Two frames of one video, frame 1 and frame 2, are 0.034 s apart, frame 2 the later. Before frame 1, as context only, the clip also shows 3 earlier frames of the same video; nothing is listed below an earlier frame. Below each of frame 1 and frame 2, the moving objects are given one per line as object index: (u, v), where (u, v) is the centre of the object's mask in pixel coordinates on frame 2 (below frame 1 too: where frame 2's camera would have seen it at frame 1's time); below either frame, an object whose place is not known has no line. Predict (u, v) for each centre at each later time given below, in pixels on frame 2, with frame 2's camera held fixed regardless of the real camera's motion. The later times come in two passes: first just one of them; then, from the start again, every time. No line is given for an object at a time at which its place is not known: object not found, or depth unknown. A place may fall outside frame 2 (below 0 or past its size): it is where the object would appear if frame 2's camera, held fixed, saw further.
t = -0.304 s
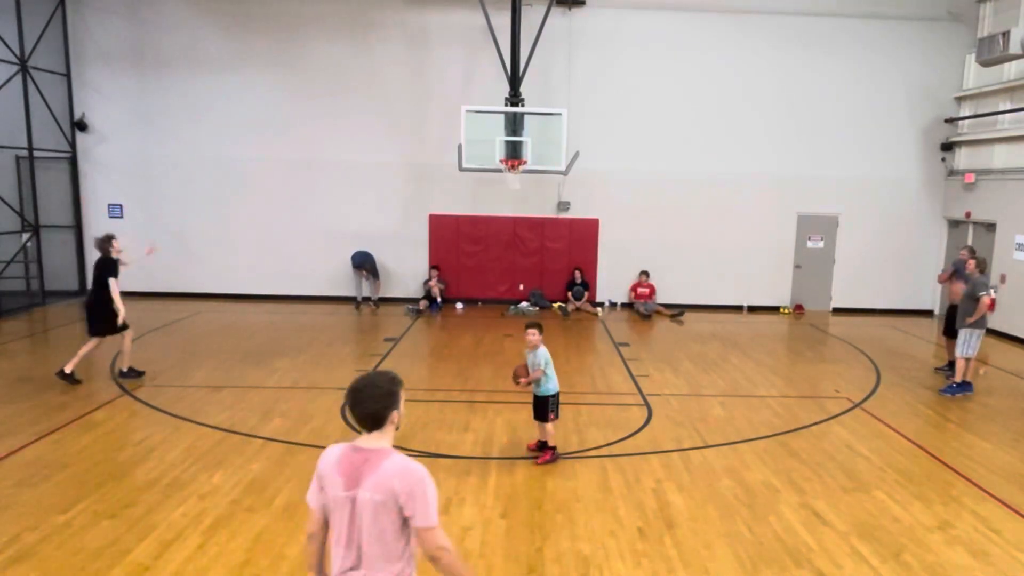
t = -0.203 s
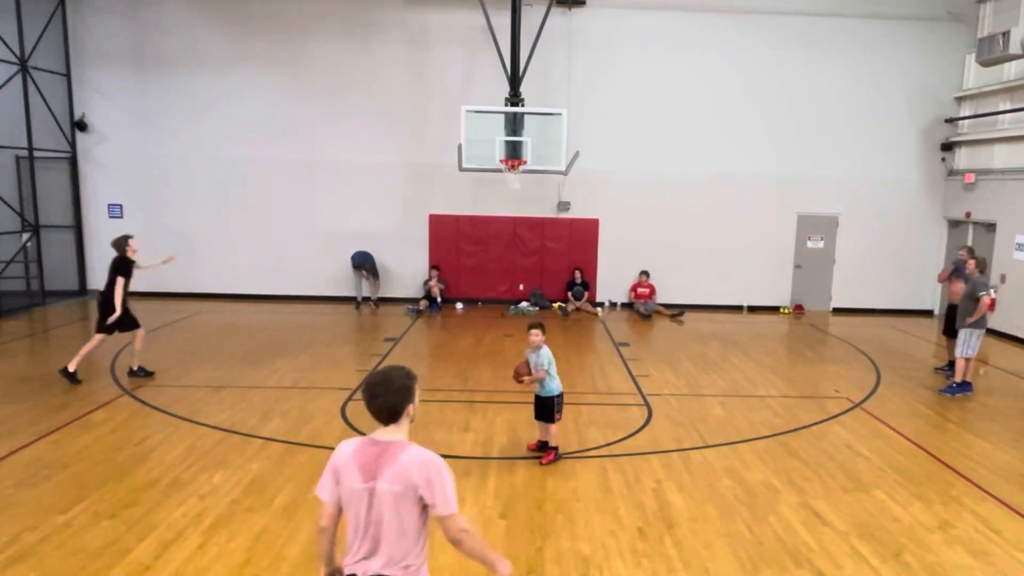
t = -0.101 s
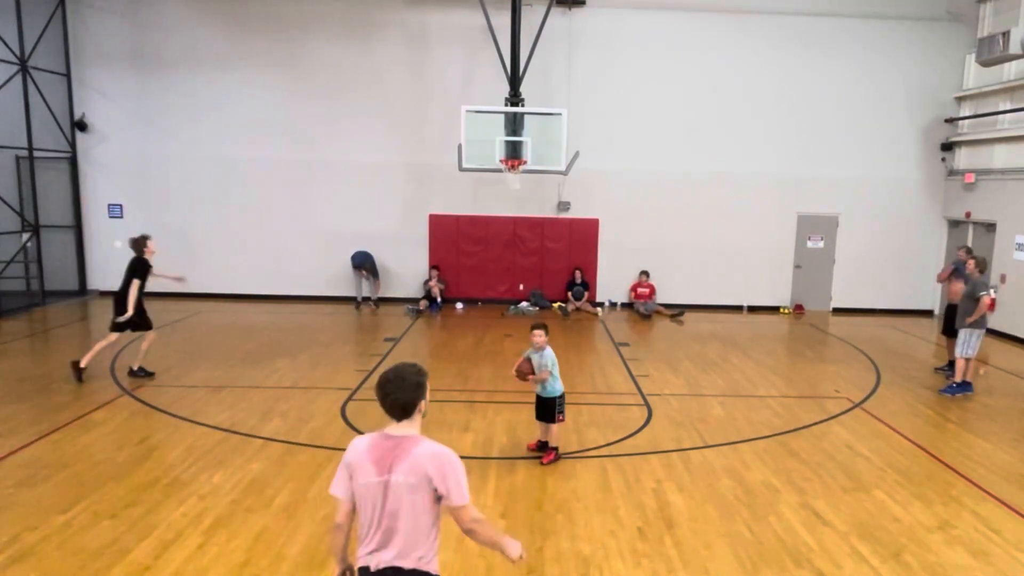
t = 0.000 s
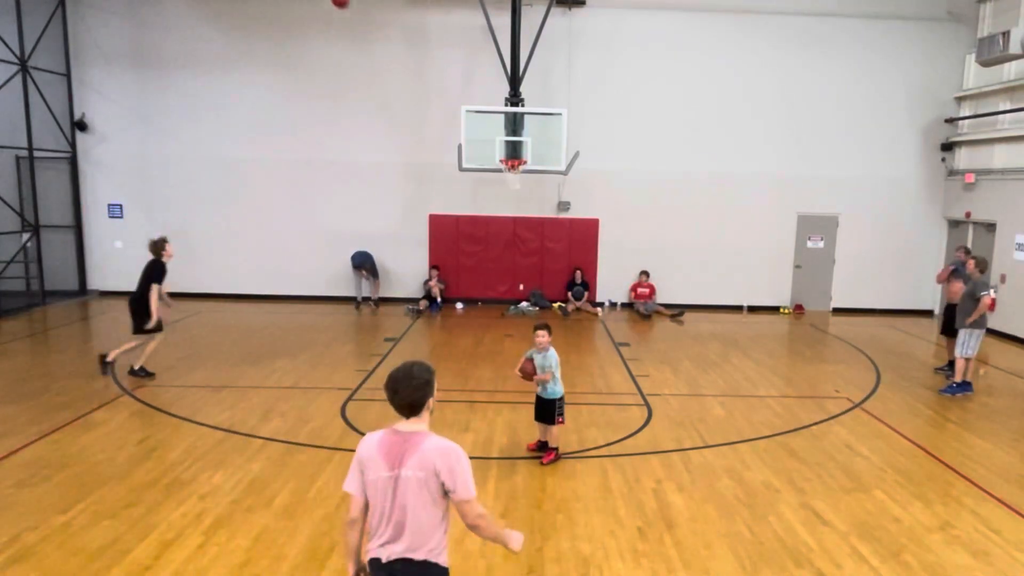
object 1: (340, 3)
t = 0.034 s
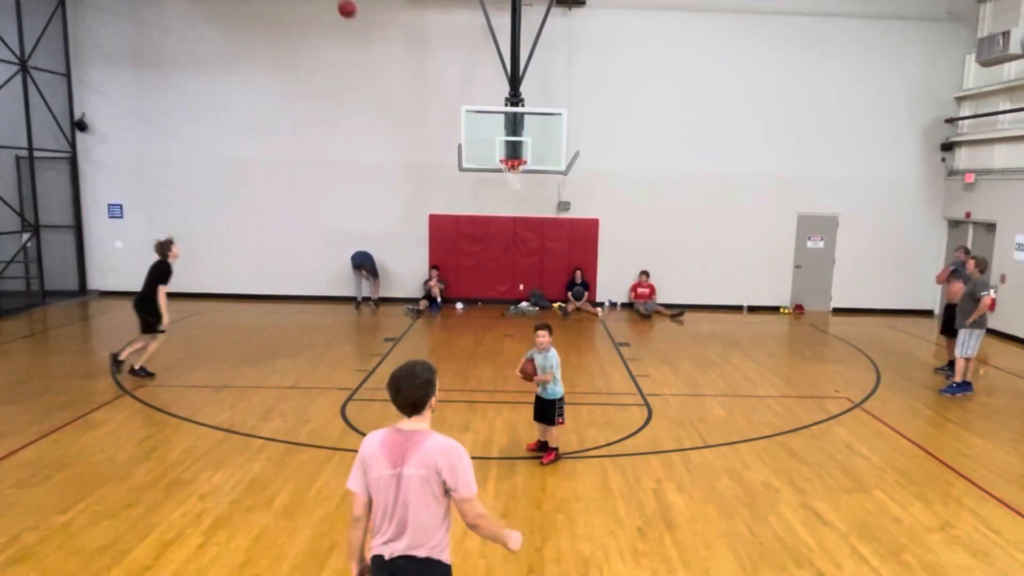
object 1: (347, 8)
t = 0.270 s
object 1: (390, 95)
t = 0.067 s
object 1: (353, 19)
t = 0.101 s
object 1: (359, 30)
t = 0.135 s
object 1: (365, 42)
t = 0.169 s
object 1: (372, 55)
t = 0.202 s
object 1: (378, 67)
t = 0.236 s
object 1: (384, 81)
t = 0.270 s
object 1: (390, 95)
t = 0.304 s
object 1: (396, 109)
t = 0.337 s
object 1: (401, 124)
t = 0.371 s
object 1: (407, 139)
